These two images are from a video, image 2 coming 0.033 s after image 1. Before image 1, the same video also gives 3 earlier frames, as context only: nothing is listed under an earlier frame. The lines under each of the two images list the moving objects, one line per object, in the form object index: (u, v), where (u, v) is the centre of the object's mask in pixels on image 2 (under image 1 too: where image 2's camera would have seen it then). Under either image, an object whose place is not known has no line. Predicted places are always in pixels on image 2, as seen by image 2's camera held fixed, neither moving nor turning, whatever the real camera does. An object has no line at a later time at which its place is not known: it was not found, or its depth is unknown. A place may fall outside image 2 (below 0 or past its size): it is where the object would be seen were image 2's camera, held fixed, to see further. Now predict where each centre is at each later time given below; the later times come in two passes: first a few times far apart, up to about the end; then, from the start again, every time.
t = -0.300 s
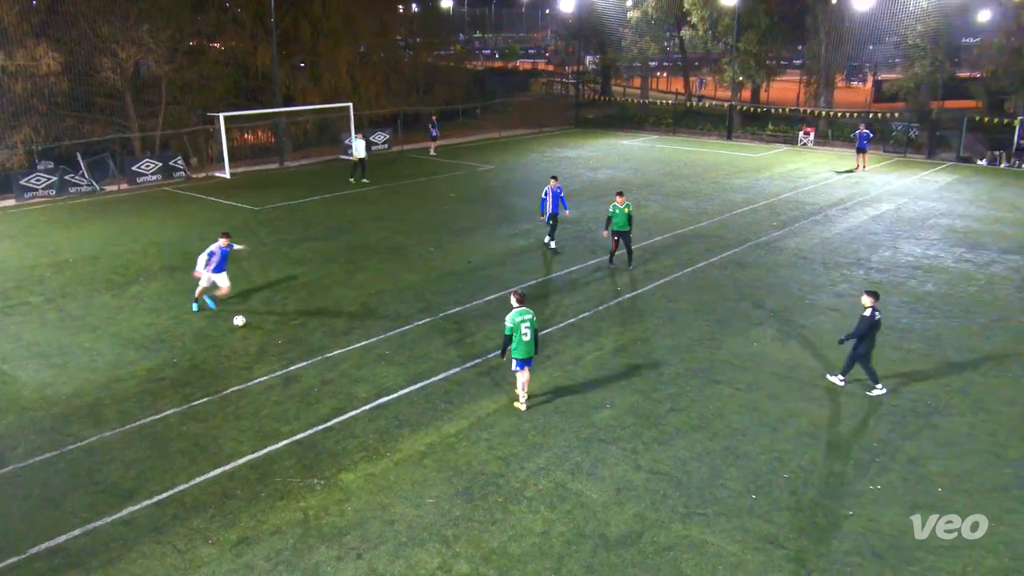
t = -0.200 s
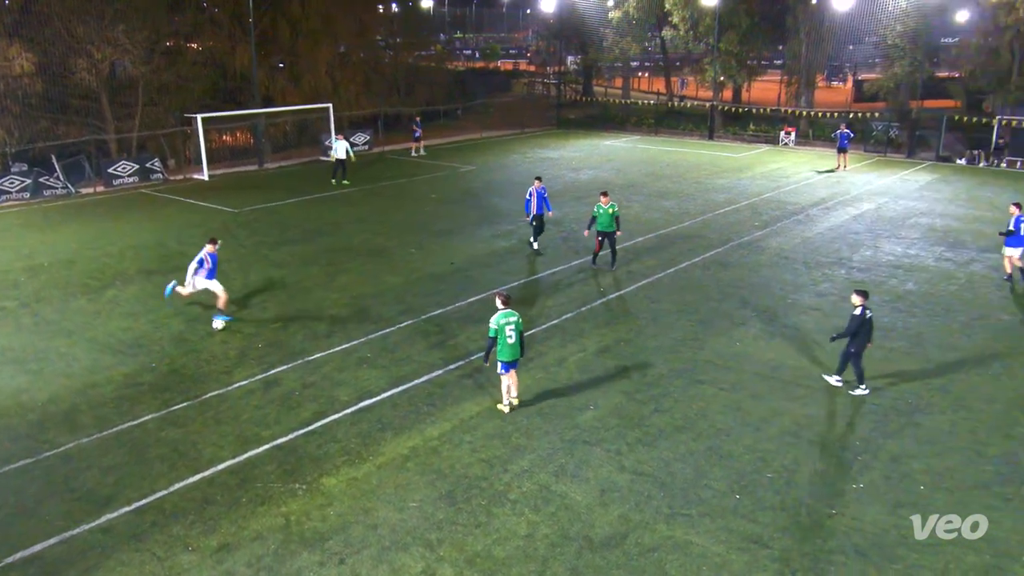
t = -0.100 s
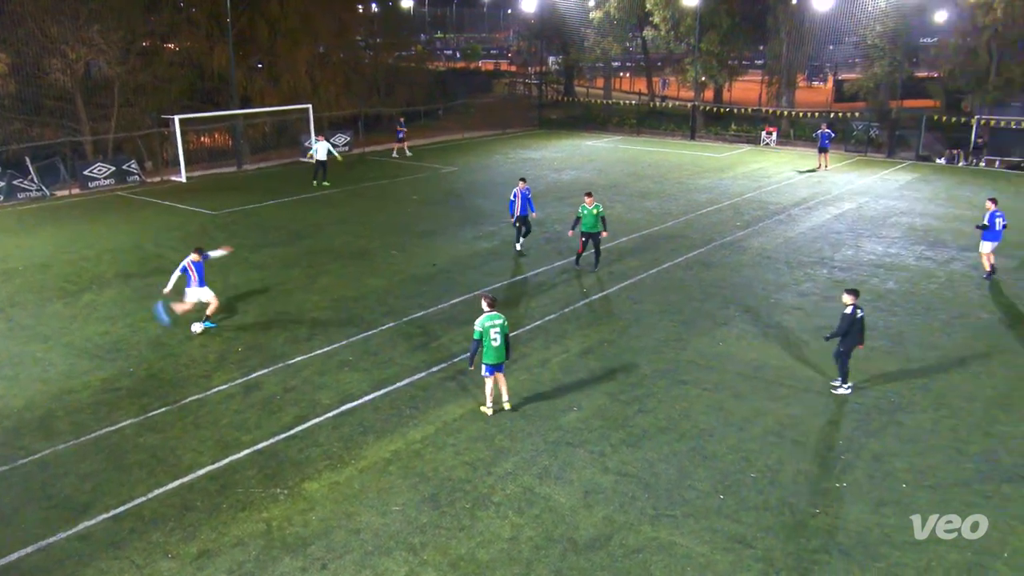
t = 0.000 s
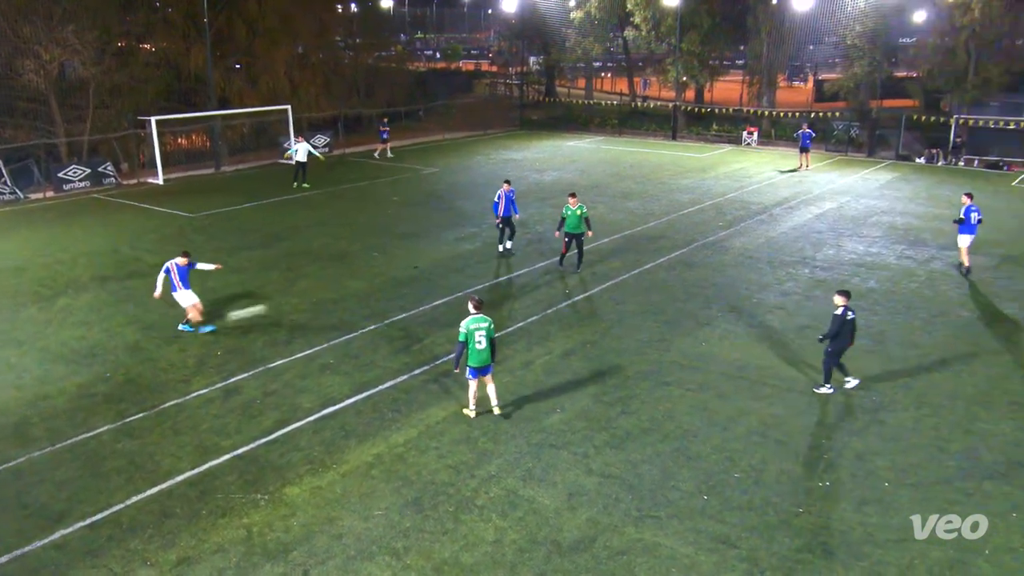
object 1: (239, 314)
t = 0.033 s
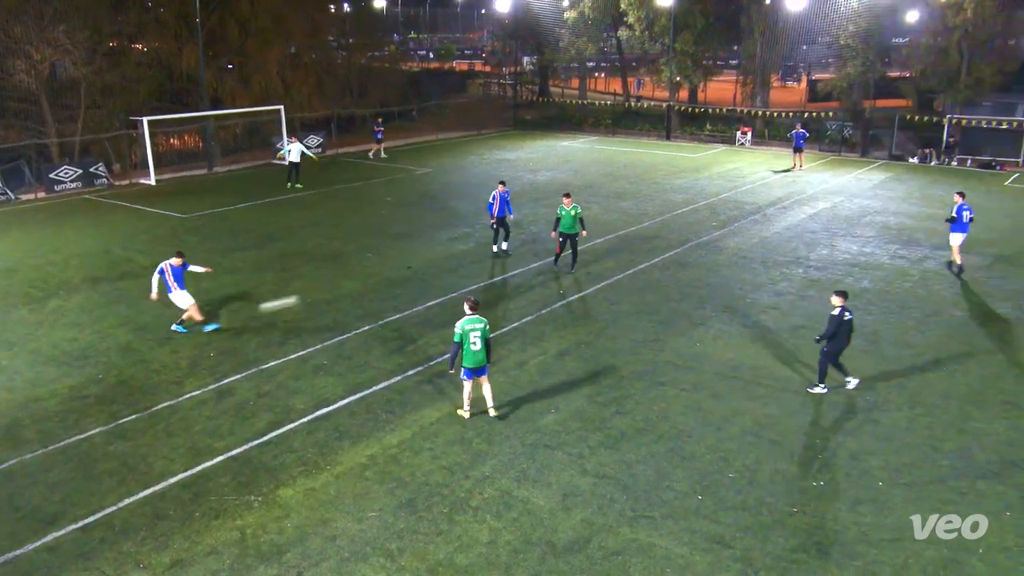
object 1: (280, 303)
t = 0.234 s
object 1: (486, 257)
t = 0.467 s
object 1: (684, 223)
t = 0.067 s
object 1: (316, 294)
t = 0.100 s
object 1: (352, 286)
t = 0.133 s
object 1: (388, 277)
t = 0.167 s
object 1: (422, 269)
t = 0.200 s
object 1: (455, 263)
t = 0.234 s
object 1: (486, 257)
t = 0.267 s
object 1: (520, 250)
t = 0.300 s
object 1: (545, 245)
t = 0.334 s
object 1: (579, 239)
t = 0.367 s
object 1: (605, 234)
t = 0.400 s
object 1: (633, 230)
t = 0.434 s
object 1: (659, 226)
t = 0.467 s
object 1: (684, 223)
